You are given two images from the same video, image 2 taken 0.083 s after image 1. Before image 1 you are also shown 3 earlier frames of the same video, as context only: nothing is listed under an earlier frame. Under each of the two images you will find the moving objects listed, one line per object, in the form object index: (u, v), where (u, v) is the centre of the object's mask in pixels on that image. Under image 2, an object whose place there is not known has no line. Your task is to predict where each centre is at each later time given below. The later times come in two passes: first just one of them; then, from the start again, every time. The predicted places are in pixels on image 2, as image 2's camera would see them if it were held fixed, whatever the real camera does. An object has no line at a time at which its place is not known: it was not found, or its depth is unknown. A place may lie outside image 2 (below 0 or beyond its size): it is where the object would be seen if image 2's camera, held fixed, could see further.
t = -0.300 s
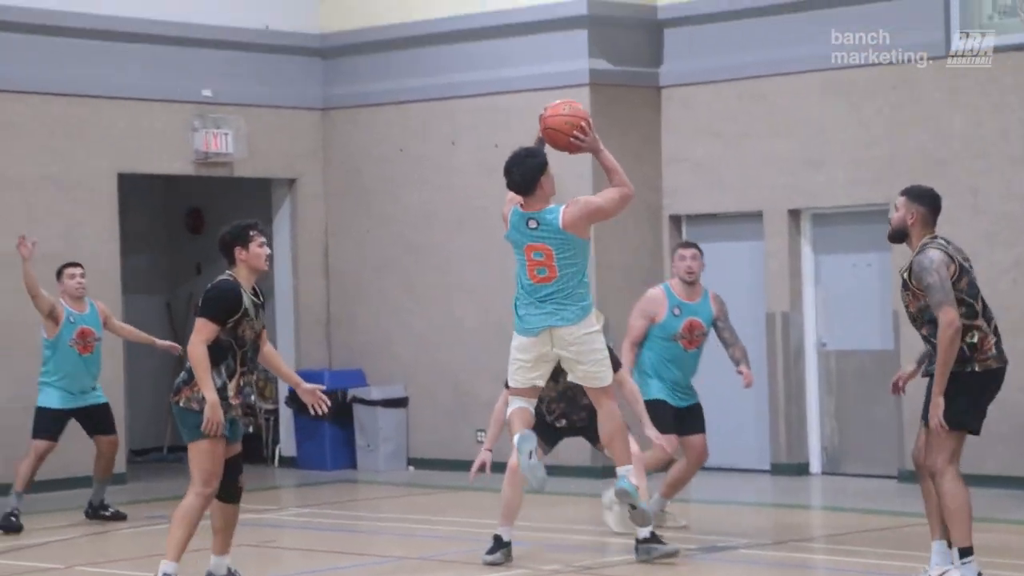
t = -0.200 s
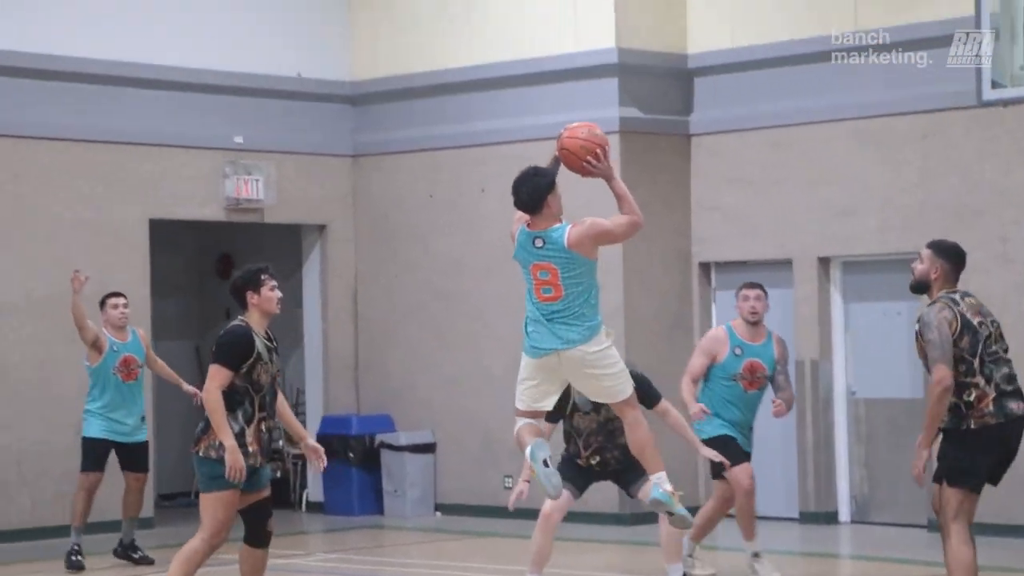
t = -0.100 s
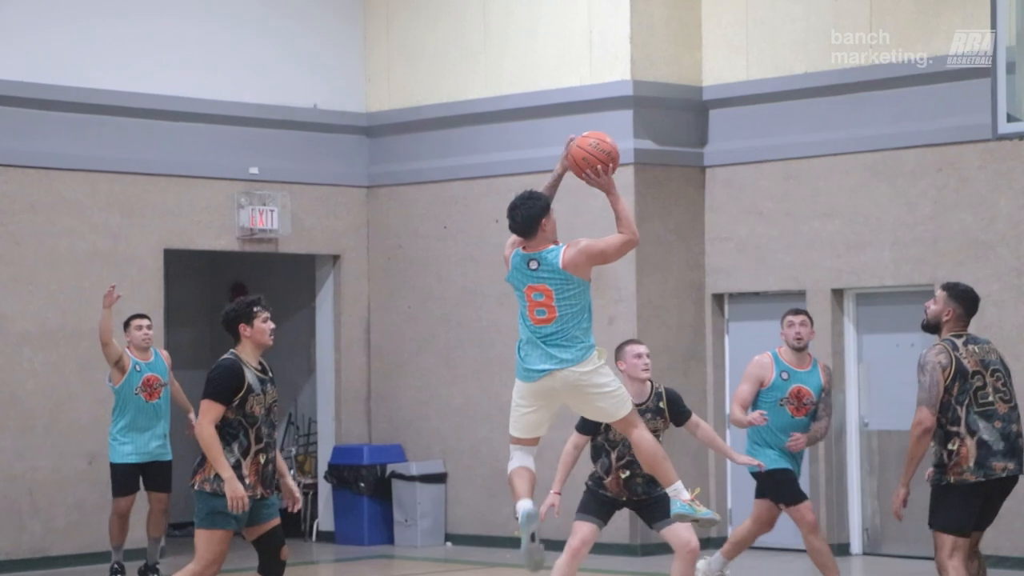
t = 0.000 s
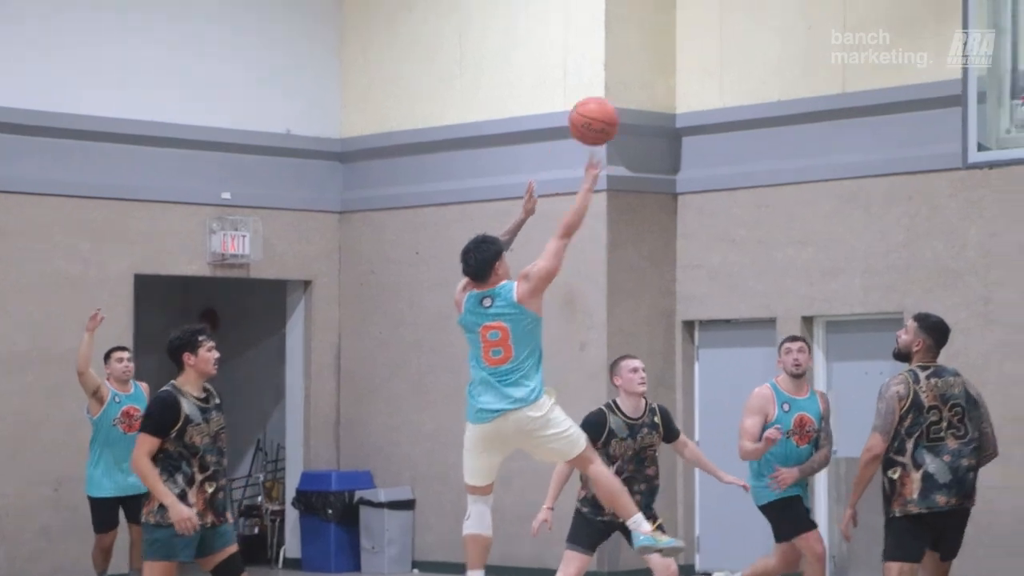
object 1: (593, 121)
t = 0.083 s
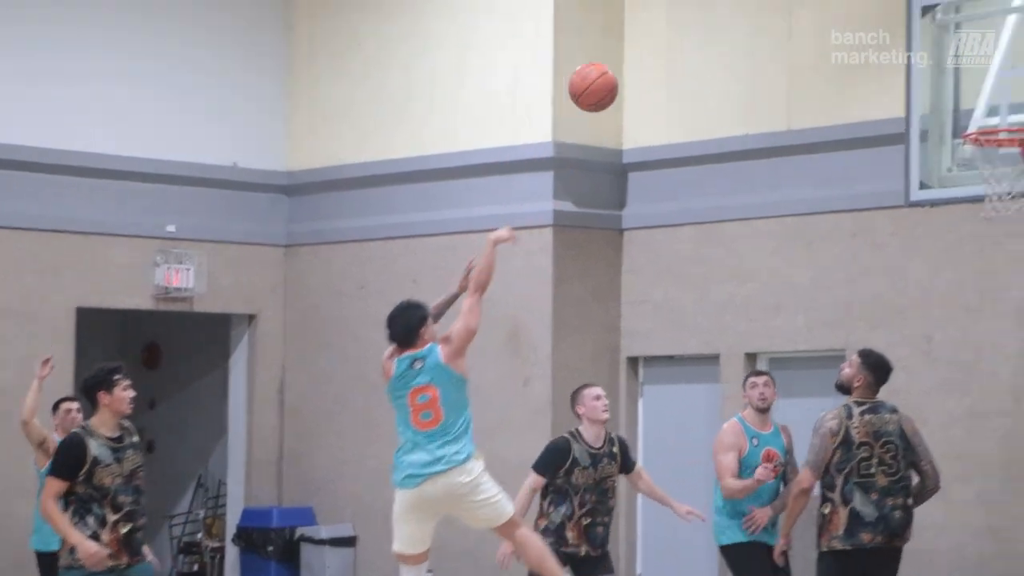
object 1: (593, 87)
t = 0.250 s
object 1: (693, -6)
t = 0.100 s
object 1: (603, 75)
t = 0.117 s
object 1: (614, 63)
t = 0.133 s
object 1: (624, 53)
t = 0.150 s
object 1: (634, 42)
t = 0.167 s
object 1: (644, 33)
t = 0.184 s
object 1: (654, 24)
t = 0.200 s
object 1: (664, 15)
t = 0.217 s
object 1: (674, 7)
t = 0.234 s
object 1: (684, 0)
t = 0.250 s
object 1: (693, -6)
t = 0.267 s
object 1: (703, -11)
